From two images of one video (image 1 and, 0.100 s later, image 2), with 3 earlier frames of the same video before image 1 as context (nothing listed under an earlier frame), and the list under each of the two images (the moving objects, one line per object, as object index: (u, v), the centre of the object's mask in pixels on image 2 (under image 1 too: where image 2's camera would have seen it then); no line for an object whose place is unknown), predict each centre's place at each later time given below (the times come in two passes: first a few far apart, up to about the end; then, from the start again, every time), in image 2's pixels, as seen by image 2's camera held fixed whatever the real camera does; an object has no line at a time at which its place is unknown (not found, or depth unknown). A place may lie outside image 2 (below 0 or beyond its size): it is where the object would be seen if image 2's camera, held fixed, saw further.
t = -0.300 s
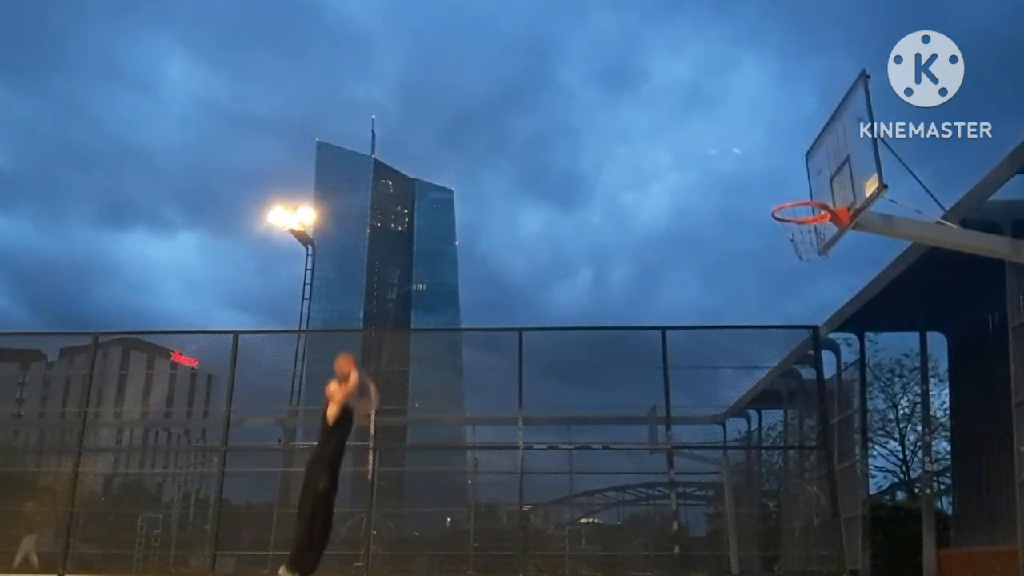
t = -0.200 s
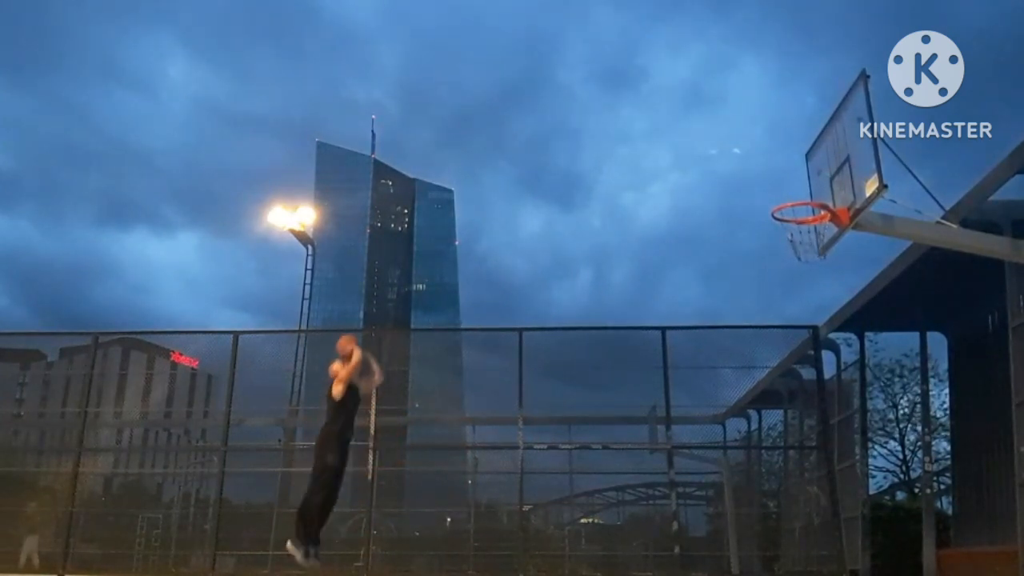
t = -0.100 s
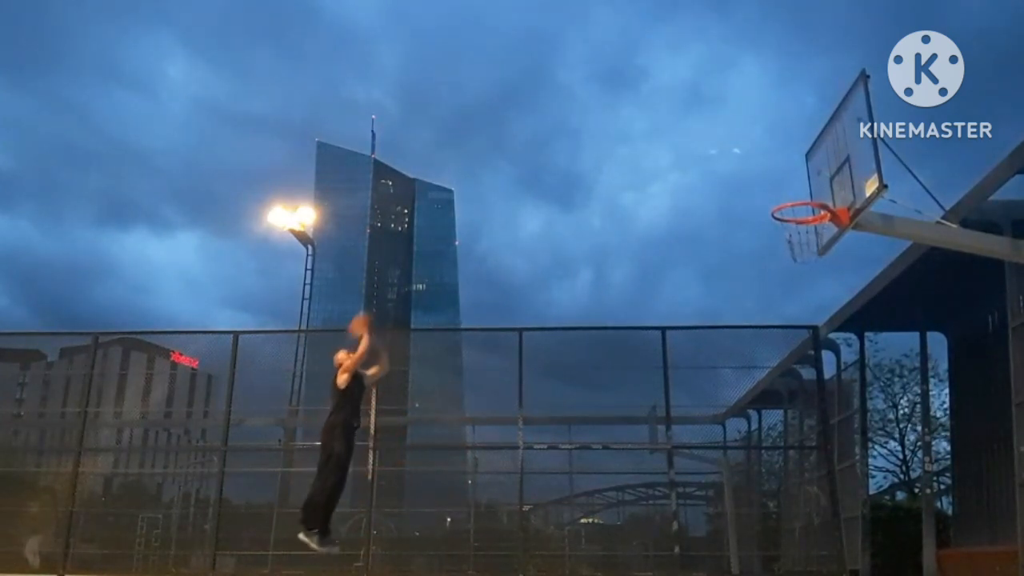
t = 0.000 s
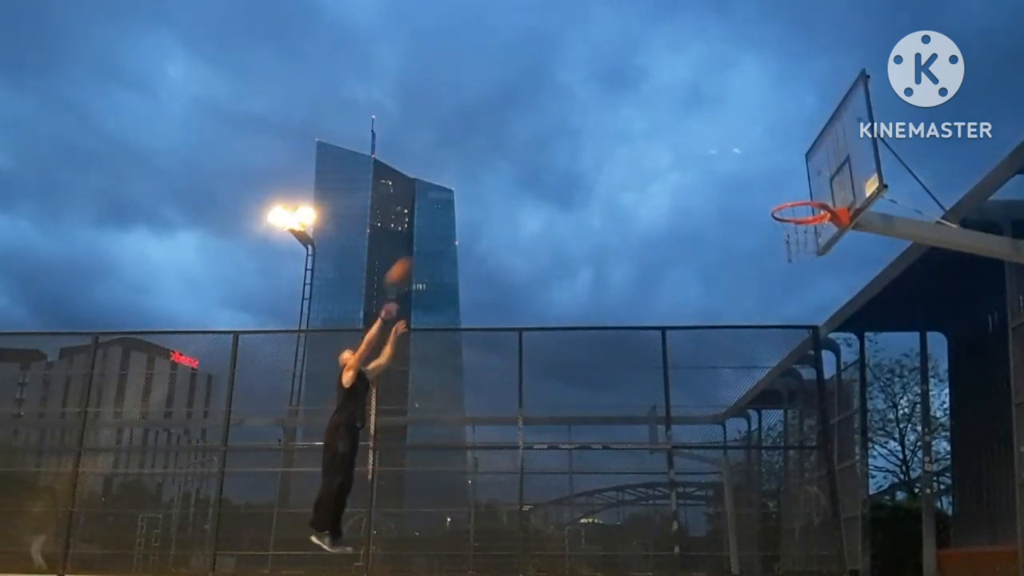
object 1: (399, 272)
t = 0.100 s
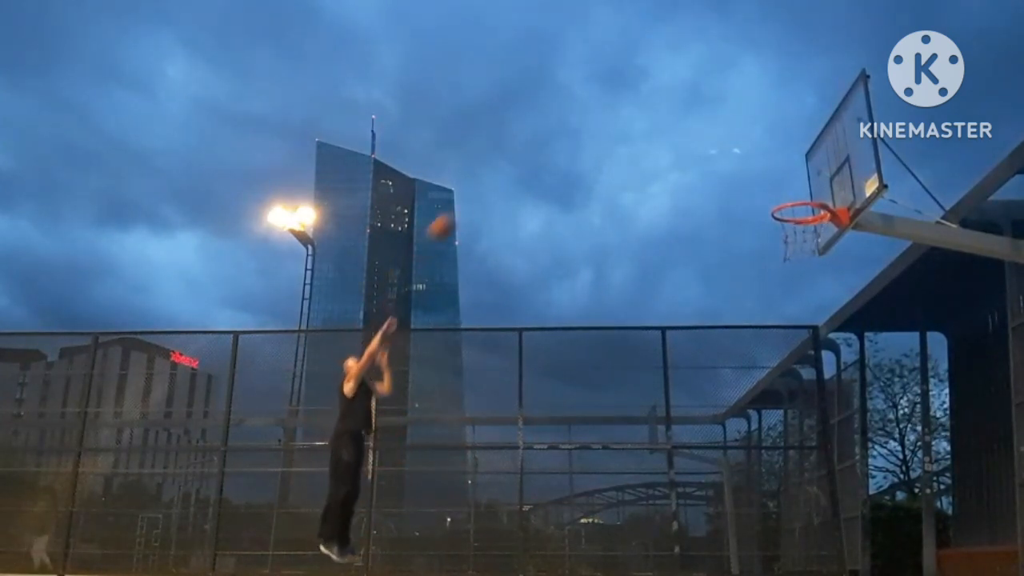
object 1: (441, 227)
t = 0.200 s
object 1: (483, 192)
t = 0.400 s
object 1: (565, 146)
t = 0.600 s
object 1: (652, 136)
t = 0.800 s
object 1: (746, 165)
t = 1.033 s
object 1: (788, 202)
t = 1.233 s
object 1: (747, 187)
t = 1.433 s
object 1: (713, 210)
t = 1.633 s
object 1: (679, 279)
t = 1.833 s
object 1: (644, 404)
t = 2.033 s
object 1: (608, 544)
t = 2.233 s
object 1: (575, 401)
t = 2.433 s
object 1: (546, 325)
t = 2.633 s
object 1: (518, 303)
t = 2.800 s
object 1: (496, 323)
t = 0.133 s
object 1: (455, 216)
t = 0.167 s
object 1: (470, 203)
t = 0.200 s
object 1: (483, 192)
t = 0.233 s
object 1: (497, 181)
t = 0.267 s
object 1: (510, 172)
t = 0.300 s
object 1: (524, 165)
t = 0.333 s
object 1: (537, 157)
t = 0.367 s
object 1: (551, 151)
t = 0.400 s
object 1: (565, 146)
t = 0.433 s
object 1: (579, 142)
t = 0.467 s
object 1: (594, 139)
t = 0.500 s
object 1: (608, 137)
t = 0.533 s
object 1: (622, 136)
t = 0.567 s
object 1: (637, 136)
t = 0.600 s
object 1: (652, 136)
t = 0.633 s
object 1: (667, 138)
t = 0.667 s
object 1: (682, 141)
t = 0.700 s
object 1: (697, 146)
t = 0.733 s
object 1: (713, 151)
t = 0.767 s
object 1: (730, 157)
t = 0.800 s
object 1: (746, 165)
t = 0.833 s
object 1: (763, 173)
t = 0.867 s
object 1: (780, 183)
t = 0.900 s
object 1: (798, 192)
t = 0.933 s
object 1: (808, 204)
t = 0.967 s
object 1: (805, 211)
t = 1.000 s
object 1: (797, 209)
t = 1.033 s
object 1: (788, 202)
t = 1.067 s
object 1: (778, 196)
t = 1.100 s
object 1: (771, 194)
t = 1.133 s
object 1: (765, 190)
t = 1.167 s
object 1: (759, 188)
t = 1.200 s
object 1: (753, 187)
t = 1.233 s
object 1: (747, 187)
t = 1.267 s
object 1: (742, 188)
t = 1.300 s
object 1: (735, 190)
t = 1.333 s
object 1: (730, 193)
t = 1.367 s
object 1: (724, 197)
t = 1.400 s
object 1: (719, 203)
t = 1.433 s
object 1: (713, 210)
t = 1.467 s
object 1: (707, 218)
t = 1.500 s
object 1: (701, 228)
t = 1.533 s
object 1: (696, 238)
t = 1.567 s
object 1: (691, 251)
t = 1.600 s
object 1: (685, 264)
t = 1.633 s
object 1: (679, 279)
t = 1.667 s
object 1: (674, 296)
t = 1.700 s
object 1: (668, 314)
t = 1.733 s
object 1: (661, 334)
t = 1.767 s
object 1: (657, 355)
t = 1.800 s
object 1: (651, 377)
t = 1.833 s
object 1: (644, 404)
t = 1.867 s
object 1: (640, 431)
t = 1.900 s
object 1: (634, 460)
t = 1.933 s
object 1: (628, 493)
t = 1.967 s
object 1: (623, 527)
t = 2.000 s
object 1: (617, 558)
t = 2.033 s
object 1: (608, 544)
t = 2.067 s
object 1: (602, 515)
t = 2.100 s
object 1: (597, 490)
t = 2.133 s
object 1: (592, 462)
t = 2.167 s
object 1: (585, 439)
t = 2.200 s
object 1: (580, 419)
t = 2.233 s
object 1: (575, 401)
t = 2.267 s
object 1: (571, 383)
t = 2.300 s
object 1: (566, 368)
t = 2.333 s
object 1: (560, 355)
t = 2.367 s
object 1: (555, 344)
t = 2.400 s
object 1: (550, 333)
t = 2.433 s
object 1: (546, 325)
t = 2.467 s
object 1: (542, 317)
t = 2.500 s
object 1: (536, 312)
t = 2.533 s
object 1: (532, 308)
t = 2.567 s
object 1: (528, 305)
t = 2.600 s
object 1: (523, 304)
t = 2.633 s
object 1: (518, 303)
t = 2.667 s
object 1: (514, 305)
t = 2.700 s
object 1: (509, 307)
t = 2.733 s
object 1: (505, 311)
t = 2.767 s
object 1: (501, 316)
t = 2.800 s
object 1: (496, 323)
